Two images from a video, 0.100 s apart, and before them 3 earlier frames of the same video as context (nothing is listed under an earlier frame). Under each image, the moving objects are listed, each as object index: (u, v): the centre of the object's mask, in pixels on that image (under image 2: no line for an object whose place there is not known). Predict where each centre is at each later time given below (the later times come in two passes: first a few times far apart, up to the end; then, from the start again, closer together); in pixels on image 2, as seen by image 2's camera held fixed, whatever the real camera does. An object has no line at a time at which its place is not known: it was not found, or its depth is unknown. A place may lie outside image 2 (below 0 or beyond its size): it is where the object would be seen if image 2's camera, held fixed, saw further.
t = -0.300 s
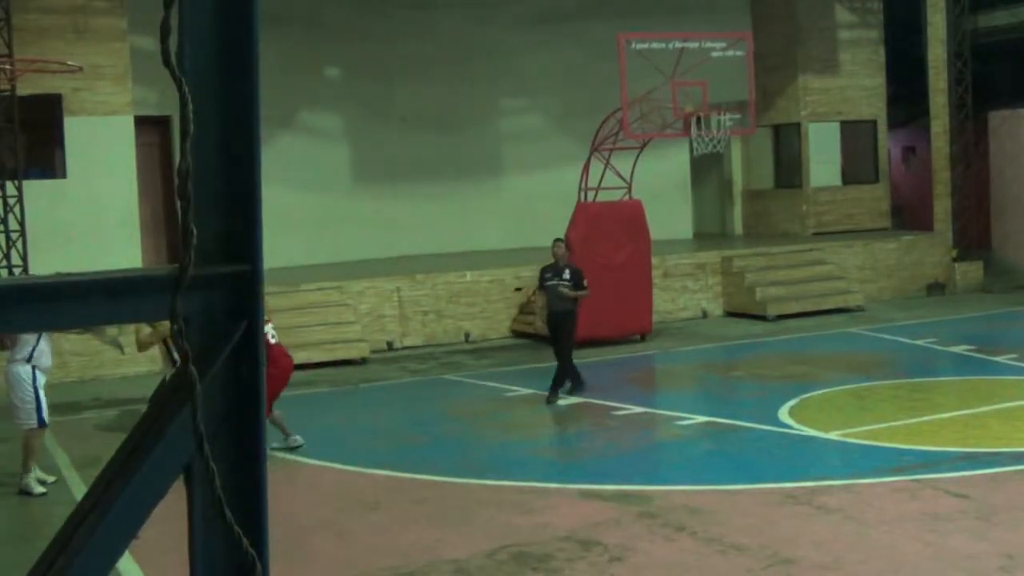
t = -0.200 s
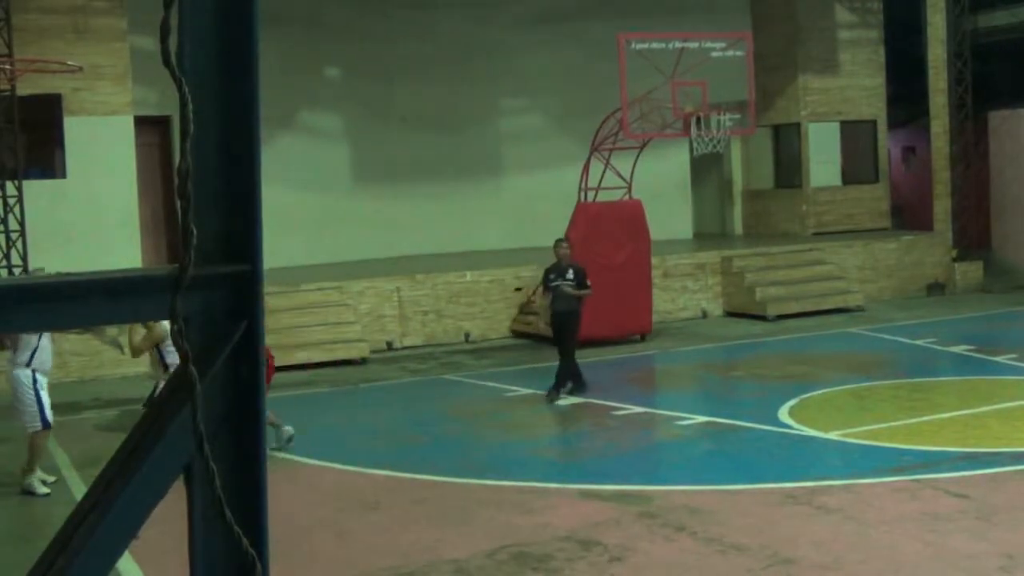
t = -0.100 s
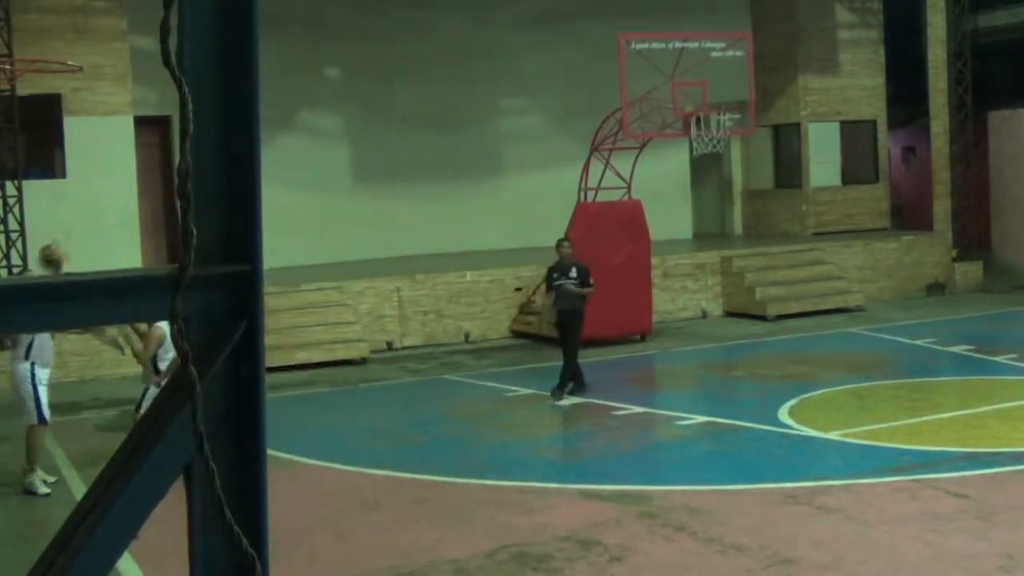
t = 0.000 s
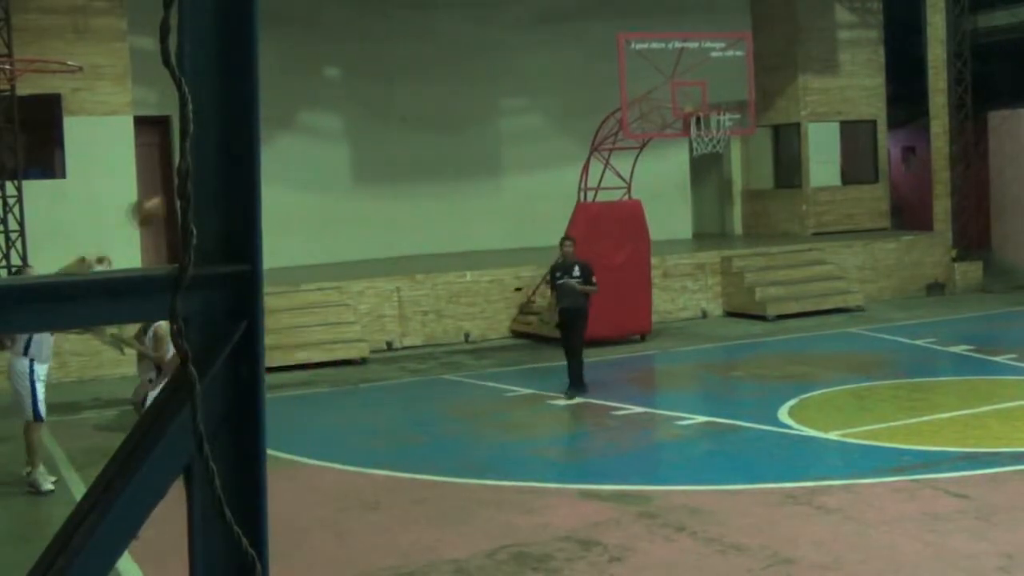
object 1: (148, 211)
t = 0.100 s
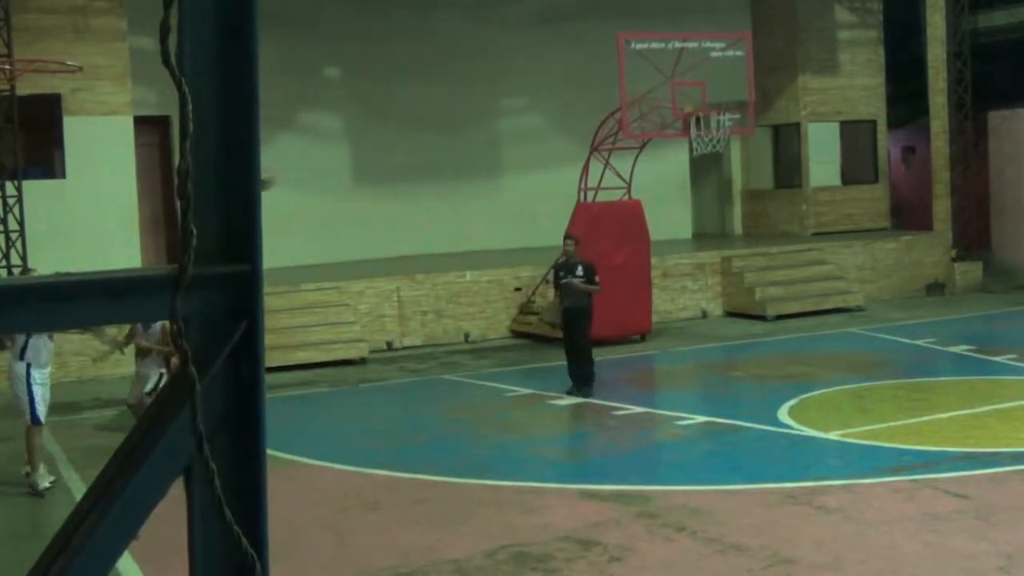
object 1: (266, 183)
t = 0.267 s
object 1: (446, 149)
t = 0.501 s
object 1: (724, 161)
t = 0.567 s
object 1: (796, 183)
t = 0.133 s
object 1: (296, 171)
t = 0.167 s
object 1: (332, 164)
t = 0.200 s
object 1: (368, 157)
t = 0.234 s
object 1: (409, 150)
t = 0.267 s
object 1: (446, 149)
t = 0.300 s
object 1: (485, 146)
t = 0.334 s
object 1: (525, 146)
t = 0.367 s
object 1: (565, 147)
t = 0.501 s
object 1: (724, 161)
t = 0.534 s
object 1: (761, 170)
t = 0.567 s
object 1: (796, 183)
